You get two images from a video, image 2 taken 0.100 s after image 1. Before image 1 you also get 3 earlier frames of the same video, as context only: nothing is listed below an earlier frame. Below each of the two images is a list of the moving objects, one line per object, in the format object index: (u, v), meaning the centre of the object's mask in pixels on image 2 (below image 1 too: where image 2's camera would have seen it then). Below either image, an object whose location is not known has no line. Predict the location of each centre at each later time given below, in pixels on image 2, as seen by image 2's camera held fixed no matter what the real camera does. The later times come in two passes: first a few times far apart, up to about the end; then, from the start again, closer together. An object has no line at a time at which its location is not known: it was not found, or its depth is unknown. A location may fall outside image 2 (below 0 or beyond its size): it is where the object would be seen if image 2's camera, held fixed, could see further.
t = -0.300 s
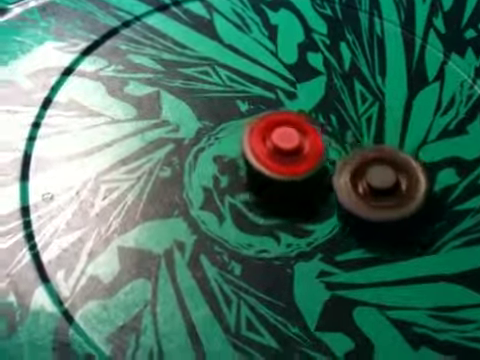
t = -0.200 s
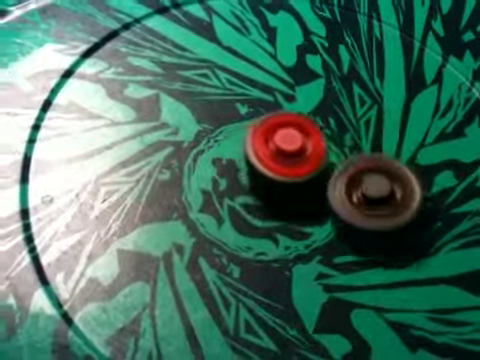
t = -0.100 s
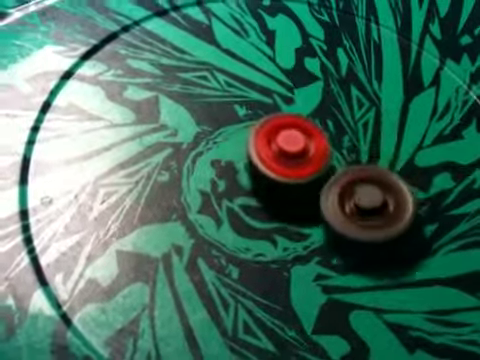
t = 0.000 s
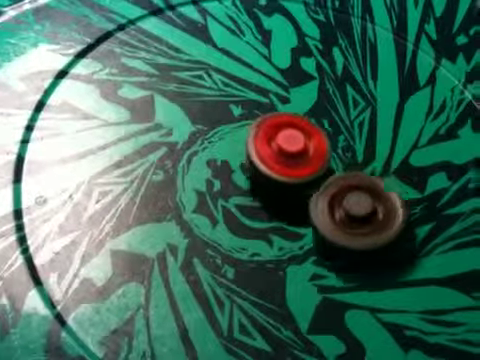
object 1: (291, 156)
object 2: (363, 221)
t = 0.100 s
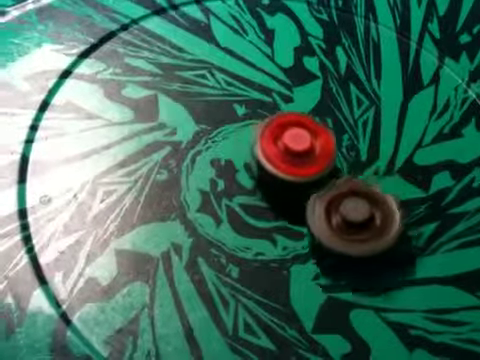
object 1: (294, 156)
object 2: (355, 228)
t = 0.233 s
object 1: (297, 155)
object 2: (344, 236)
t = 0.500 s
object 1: (302, 157)
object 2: (315, 247)
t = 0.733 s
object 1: (303, 159)
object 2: (290, 250)
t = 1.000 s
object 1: (304, 167)
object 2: (260, 249)
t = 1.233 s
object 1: (299, 169)
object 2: (238, 240)
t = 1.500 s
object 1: (313, 155)
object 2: (196, 239)
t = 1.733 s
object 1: (320, 139)
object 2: (180, 223)
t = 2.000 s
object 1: (321, 135)
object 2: (182, 205)
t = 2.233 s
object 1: (318, 137)
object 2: (194, 178)
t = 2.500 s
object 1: (310, 147)
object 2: (215, 136)
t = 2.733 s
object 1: (310, 160)
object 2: (227, 111)
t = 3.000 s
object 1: (300, 174)
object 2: (245, 95)
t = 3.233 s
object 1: (285, 184)
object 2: (262, 95)
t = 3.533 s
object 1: (265, 185)
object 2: (288, 99)
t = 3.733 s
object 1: (256, 182)
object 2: (305, 107)
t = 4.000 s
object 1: (253, 174)
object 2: (330, 126)
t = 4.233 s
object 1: (256, 167)
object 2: (346, 145)
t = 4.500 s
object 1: (234, 155)
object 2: (389, 173)
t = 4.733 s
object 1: (231, 155)
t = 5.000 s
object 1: (244, 159)
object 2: (398, 195)
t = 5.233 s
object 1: (262, 164)
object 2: (382, 208)
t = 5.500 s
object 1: (274, 166)
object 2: (351, 234)
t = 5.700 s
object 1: (276, 162)
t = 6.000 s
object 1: (263, 130)
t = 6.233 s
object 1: (264, 128)
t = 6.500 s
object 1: (271, 132)
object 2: (257, 260)
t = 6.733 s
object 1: (280, 145)
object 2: (220, 217)
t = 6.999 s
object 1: (284, 159)
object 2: (191, 182)
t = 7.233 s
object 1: (284, 173)
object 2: (179, 157)
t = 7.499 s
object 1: (276, 187)
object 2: (184, 142)
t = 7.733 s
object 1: (266, 191)
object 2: (199, 128)
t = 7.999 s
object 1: (261, 189)
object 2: (232, 110)
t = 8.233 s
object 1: (263, 185)
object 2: (272, 99)
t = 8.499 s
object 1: (270, 176)
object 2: (308, 91)
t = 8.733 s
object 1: (285, 166)
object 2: (324, 91)
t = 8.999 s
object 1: (297, 166)
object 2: (342, 98)
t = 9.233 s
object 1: (303, 172)
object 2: (354, 111)
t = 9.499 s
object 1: (297, 185)
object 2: (364, 132)
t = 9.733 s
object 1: (289, 197)
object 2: (364, 160)
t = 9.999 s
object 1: (263, 199)
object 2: (364, 188)
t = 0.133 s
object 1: (295, 156)
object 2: (352, 229)
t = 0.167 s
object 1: (296, 156)
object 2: (350, 232)
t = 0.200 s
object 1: (297, 155)
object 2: (347, 235)
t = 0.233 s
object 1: (297, 155)
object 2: (344, 236)
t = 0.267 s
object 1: (298, 155)
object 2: (341, 238)
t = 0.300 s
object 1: (299, 155)
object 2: (338, 240)
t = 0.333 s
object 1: (299, 155)
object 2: (334, 241)
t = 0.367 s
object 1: (300, 155)
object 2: (331, 242)
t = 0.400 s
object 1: (301, 156)
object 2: (328, 244)
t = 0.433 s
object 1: (302, 156)
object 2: (323, 245)
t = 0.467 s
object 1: (302, 157)
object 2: (319, 246)
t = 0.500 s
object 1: (302, 157)
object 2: (315, 247)
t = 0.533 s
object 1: (303, 158)
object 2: (311, 248)
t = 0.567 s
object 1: (302, 156)
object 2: (308, 249)
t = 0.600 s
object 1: (304, 159)
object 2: (304, 249)
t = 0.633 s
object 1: (305, 160)
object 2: (300, 250)
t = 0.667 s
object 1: (305, 160)
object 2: (296, 250)
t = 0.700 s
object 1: (303, 158)
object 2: (293, 250)
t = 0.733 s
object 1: (303, 159)
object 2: (290, 250)
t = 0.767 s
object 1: (304, 160)
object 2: (286, 250)
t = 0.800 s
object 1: (303, 161)
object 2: (283, 249)
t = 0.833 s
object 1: (303, 162)
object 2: (279, 249)
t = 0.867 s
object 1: (304, 163)
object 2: (275, 250)
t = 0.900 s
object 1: (308, 167)
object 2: (270, 250)
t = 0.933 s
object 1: (307, 167)
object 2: (267, 250)
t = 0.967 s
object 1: (306, 167)
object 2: (263, 250)
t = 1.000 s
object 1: (304, 167)
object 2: (260, 249)
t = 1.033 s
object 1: (303, 166)
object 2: (257, 248)
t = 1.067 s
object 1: (303, 167)
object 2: (254, 247)
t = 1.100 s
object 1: (302, 167)
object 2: (250, 245)
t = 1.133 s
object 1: (301, 167)
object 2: (246, 242)
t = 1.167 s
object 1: (300, 168)
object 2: (244, 242)
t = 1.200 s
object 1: (300, 168)
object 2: (241, 241)
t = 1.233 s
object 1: (299, 169)
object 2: (238, 240)
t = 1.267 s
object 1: (298, 169)
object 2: (235, 238)
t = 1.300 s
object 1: (298, 170)
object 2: (233, 238)
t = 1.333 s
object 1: (297, 170)
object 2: (231, 236)
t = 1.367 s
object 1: (297, 171)
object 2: (230, 235)
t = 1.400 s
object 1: (296, 170)
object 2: (228, 234)
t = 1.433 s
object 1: (295, 168)
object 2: (223, 233)
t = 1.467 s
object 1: (307, 160)
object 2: (207, 239)
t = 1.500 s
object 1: (313, 155)
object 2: (196, 239)
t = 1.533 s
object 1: (317, 150)
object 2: (190, 235)
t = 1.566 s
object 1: (318, 149)
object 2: (187, 234)
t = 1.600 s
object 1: (319, 148)
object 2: (185, 232)
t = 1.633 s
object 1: (319, 146)
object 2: (183, 229)
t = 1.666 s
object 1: (319, 144)
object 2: (182, 227)
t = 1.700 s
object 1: (320, 141)
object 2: (181, 225)
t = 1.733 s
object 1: (320, 139)
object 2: (180, 223)
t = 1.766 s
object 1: (320, 138)
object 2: (179, 221)
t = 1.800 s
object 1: (321, 138)
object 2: (180, 219)
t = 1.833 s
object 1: (321, 137)
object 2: (179, 217)
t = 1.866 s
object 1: (321, 136)
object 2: (178, 215)
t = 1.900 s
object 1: (321, 136)
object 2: (179, 212)
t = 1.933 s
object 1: (321, 135)
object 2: (179, 210)
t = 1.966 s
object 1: (321, 135)
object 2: (180, 207)
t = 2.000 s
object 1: (321, 135)
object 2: (182, 205)
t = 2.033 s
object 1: (321, 135)
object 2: (183, 202)
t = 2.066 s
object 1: (321, 134)
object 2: (184, 197)
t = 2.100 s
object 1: (320, 134)
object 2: (186, 194)
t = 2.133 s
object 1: (320, 135)
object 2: (188, 189)
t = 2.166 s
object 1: (320, 135)
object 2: (190, 184)
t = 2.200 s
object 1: (319, 136)
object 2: (192, 181)
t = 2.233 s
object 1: (318, 137)
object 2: (194, 178)
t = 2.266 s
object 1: (317, 137)
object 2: (196, 174)
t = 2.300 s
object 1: (316, 138)
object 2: (199, 170)
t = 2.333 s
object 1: (315, 139)
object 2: (201, 164)
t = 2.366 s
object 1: (314, 140)
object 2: (204, 154)
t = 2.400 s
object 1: (312, 142)
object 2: (207, 150)
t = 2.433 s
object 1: (311, 144)
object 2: (209, 144)
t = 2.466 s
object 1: (310, 146)
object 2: (212, 141)
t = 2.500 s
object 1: (310, 147)
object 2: (215, 136)
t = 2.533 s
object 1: (312, 149)
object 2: (215, 133)
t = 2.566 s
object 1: (312, 151)
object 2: (217, 126)
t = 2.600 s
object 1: (313, 153)
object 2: (219, 122)
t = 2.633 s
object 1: (312, 155)
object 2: (220, 119)
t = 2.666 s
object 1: (312, 156)
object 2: (222, 116)
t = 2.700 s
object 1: (311, 158)
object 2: (224, 114)
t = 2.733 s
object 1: (310, 160)
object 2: (227, 111)
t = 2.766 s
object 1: (310, 162)
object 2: (228, 108)
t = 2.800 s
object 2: (230, 105)
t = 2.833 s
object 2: (233, 103)
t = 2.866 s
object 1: (305, 168)
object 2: (235, 100)
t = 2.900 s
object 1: (304, 170)
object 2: (238, 99)
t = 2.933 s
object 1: (302, 172)
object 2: (240, 98)
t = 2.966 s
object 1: (301, 173)
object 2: (243, 96)
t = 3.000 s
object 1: (300, 174)
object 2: (245, 95)
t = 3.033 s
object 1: (298, 175)
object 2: (246, 97)
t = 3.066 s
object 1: (296, 177)
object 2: (249, 96)
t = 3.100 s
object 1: (294, 180)
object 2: (252, 96)
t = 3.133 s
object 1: (292, 181)
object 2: (255, 95)
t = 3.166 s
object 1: (290, 182)
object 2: (257, 95)
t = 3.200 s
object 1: (288, 183)
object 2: (260, 96)
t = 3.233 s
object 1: (285, 184)
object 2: (262, 95)
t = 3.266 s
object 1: (283, 185)
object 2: (266, 96)
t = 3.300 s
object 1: (280, 185)
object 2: (269, 96)
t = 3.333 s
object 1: (279, 185)
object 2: (271, 96)
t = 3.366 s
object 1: (275, 186)
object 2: (274, 97)
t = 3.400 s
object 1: (273, 186)
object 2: (277, 96)
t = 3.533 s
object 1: (265, 185)
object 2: (288, 99)
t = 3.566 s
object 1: (263, 185)
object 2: (291, 100)
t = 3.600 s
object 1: (261, 185)
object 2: (294, 101)
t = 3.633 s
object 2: (296, 102)
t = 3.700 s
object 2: (302, 105)
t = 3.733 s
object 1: (256, 182)
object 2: (305, 107)
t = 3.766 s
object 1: (255, 181)
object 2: (308, 108)
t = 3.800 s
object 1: (254, 180)
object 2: (311, 111)
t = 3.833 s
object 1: (254, 179)
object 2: (314, 113)
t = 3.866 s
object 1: (253, 178)
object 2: (317, 115)
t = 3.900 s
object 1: (253, 177)
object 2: (320, 118)
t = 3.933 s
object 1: (253, 176)
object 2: (322, 120)
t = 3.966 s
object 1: (253, 175)
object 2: (326, 123)
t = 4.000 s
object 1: (253, 174)
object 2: (330, 126)
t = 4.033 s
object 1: (253, 174)
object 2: (333, 128)
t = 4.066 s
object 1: (253, 173)
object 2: (336, 131)
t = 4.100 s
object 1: (254, 172)
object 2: (338, 134)
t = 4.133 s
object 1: (254, 171)
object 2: (340, 137)
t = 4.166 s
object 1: (255, 169)
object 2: (342, 140)
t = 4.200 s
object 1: (256, 168)
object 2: (344, 142)
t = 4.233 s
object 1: (256, 167)
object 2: (346, 145)
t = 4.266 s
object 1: (257, 167)
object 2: (346, 144)
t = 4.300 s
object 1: (259, 165)
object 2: (348, 147)
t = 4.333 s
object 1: (261, 163)
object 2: (351, 152)
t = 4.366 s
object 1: (262, 161)
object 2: (353, 156)
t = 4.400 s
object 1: (263, 161)
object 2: (356, 159)
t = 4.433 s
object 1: (250, 158)
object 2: (373, 165)
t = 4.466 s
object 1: (240, 156)
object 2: (384, 170)
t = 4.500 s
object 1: (234, 155)
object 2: (389, 173)
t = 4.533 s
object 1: (231, 154)
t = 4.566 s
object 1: (231, 154)
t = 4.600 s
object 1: (231, 154)
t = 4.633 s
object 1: (231, 154)
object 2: (397, 180)
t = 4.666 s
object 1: (231, 154)
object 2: (398, 182)
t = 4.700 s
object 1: (231, 154)
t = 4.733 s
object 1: (231, 155)
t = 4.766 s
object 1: (232, 155)
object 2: (400, 187)
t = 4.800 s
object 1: (232, 155)
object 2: (400, 188)
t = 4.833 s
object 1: (234, 156)
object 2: (401, 189)
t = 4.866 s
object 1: (235, 157)
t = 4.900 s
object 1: (237, 158)
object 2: (400, 192)
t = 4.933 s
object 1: (239, 158)
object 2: (399, 192)
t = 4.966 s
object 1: (240, 158)
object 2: (398, 193)
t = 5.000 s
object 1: (244, 159)
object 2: (398, 195)
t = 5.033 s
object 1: (246, 159)
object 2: (397, 196)
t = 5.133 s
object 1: (253, 161)
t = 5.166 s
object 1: (256, 162)
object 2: (389, 204)
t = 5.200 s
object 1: (259, 163)
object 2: (387, 206)
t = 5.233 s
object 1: (262, 164)
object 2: (382, 208)
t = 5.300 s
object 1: (266, 165)
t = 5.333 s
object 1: (269, 166)
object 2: (371, 216)
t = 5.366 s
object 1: (273, 167)
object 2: (365, 218)
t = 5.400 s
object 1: (275, 168)
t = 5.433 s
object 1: (275, 168)
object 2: (356, 224)
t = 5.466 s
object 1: (274, 166)
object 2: (354, 229)
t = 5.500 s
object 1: (274, 166)
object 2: (351, 234)
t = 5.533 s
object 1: (274, 165)
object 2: (346, 236)
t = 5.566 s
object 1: (274, 165)
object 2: (342, 238)
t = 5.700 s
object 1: (276, 162)
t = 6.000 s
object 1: (263, 130)
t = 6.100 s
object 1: (263, 128)
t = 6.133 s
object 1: (263, 128)
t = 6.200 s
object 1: (263, 127)
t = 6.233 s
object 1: (264, 128)
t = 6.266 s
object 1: (264, 127)
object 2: (285, 278)
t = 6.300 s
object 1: (265, 128)
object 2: (284, 282)
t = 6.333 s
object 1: (266, 128)
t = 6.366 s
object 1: (266, 128)
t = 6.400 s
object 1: (267, 129)
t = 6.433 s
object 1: (268, 130)
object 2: (266, 267)
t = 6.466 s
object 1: (270, 131)
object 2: (262, 264)
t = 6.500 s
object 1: (271, 132)
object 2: (257, 260)
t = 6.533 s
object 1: (273, 134)
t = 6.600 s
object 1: (275, 138)
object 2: (241, 239)
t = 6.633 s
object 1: (277, 139)
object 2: (236, 233)
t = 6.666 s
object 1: (278, 140)
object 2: (229, 226)
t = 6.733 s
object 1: (280, 145)
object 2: (220, 217)
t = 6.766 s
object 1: (281, 147)
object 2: (216, 209)
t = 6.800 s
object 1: (282, 149)
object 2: (212, 206)
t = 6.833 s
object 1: (282, 151)
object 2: (206, 200)
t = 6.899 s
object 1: (282, 151)
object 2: (199, 197)
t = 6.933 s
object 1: (283, 153)
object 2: (197, 191)
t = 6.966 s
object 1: (284, 156)
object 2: (193, 186)
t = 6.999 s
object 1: (284, 159)
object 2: (191, 182)
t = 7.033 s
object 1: (284, 161)
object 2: (187, 177)
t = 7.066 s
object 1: (285, 163)
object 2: (185, 174)
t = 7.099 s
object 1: (285, 165)
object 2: (185, 170)
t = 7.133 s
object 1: (285, 167)
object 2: (183, 166)
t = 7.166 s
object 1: (285, 170)
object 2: (181, 163)
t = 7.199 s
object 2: (180, 159)
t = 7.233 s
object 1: (284, 173)
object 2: (179, 157)
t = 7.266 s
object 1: (284, 175)
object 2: (179, 154)
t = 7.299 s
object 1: (283, 177)
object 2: (180, 152)
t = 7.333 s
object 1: (282, 179)
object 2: (180, 150)
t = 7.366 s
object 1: (281, 181)
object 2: (180, 148)
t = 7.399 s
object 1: (280, 182)
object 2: (181, 146)
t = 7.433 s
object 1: (280, 184)
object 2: (182, 144)
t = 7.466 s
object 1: (277, 186)
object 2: (183, 143)
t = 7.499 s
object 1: (276, 187)
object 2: (184, 142)
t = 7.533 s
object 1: (274, 189)
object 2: (185, 140)
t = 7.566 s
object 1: (273, 189)
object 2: (187, 138)
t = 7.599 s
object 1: (271, 189)
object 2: (189, 136)
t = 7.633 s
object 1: (270, 190)
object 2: (191, 134)
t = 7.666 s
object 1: (269, 191)
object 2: (194, 132)
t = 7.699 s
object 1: (268, 191)
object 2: (196, 130)
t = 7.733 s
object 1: (266, 191)
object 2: (199, 128)
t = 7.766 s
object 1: (266, 191)
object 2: (202, 125)
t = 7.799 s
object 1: (266, 195)
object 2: (205, 123)
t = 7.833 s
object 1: (265, 196)
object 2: (208, 121)
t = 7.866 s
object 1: (264, 195)
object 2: (212, 119)
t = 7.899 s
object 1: (264, 195)
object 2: (217, 116)
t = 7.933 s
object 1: (262, 190)
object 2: (221, 114)
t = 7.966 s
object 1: (262, 190)
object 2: (226, 112)
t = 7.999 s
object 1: (261, 189)
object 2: (232, 110)
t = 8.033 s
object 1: (261, 189)
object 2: (237, 108)
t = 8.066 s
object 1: (261, 187)
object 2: (244, 106)
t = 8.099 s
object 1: (261, 186)
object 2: (251, 107)
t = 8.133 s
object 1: (262, 185)
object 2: (256, 103)
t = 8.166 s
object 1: (261, 184)
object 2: (261, 101)
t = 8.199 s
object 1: (262, 186)
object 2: (266, 99)
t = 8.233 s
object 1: (263, 185)
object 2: (272, 99)
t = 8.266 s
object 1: (264, 184)
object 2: (277, 97)
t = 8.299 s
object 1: (264, 183)
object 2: (282, 96)
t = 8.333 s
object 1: (265, 183)
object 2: (287, 95)
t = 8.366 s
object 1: (267, 181)
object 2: (293, 95)
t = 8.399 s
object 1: (268, 181)
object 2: (297, 93)
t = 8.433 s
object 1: (268, 179)
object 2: (301, 92)
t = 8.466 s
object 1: (269, 176)
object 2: (305, 91)
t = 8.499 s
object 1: (270, 176)
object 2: (308, 91)
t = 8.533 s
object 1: (273, 174)
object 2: (311, 91)
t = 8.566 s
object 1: (274, 172)
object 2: (314, 90)
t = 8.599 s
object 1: (277, 170)
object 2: (316, 90)
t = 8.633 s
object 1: (278, 170)
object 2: (318, 90)
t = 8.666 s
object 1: (280, 167)
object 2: (320, 90)
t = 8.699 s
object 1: (282, 167)
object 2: (322, 91)
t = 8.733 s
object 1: (285, 166)
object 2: (324, 91)
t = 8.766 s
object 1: (288, 165)
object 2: (326, 91)
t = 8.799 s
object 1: (289, 164)
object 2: (328, 93)
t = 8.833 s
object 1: (291, 164)
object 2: (329, 93)
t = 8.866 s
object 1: (293, 163)
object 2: (331, 94)
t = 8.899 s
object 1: (295, 163)
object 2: (333, 95)
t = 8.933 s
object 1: (297, 164)
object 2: (335, 97)
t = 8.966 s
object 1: (296, 166)
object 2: (339, 97)
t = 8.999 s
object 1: (297, 166)
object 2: (342, 98)
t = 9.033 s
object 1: (298, 166)
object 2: (344, 99)
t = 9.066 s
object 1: (298, 167)
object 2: (345, 101)
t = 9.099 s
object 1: (299, 168)
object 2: (347, 103)
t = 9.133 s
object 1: (300, 169)
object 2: (349, 104)
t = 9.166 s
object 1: (302, 169)
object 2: (351, 107)
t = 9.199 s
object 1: (302, 171)
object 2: (353, 109)
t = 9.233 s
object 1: (303, 172)
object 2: (354, 111)
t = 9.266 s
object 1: (303, 172)
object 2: (355, 115)
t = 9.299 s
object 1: (305, 175)
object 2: (356, 116)
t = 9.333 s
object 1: (304, 178)
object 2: (357, 119)
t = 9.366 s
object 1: (302, 182)
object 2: (360, 121)
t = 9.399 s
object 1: (301, 184)
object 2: (361, 123)
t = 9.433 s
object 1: (301, 186)
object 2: (363, 127)
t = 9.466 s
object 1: (298, 183)
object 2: (363, 129)
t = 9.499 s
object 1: (297, 185)
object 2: (364, 132)
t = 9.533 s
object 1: (296, 192)
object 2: (365, 135)
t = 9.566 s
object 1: (295, 193)
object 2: (365, 138)
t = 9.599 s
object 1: (294, 194)
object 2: (366, 146)
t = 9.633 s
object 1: (293, 195)
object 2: (366, 150)
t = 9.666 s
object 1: (292, 196)
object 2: (365, 152)
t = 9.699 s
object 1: (291, 197)
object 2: (364, 156)
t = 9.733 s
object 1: (289, 197)
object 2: (364, 160)
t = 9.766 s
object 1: (287, 198)
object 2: (363, 165)
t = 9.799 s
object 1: (283, 199)
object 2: (364, 169)
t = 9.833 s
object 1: (276, 200)
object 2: (367, 173)
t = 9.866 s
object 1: (273, 199)
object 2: (367, 176)
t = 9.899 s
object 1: (270, 199)
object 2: (368, 179)
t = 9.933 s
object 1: (267, 199)
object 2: (367, 182)
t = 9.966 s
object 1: (266, 199)
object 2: (365, 184)
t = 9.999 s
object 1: (263, 199)
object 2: (364, 188)
